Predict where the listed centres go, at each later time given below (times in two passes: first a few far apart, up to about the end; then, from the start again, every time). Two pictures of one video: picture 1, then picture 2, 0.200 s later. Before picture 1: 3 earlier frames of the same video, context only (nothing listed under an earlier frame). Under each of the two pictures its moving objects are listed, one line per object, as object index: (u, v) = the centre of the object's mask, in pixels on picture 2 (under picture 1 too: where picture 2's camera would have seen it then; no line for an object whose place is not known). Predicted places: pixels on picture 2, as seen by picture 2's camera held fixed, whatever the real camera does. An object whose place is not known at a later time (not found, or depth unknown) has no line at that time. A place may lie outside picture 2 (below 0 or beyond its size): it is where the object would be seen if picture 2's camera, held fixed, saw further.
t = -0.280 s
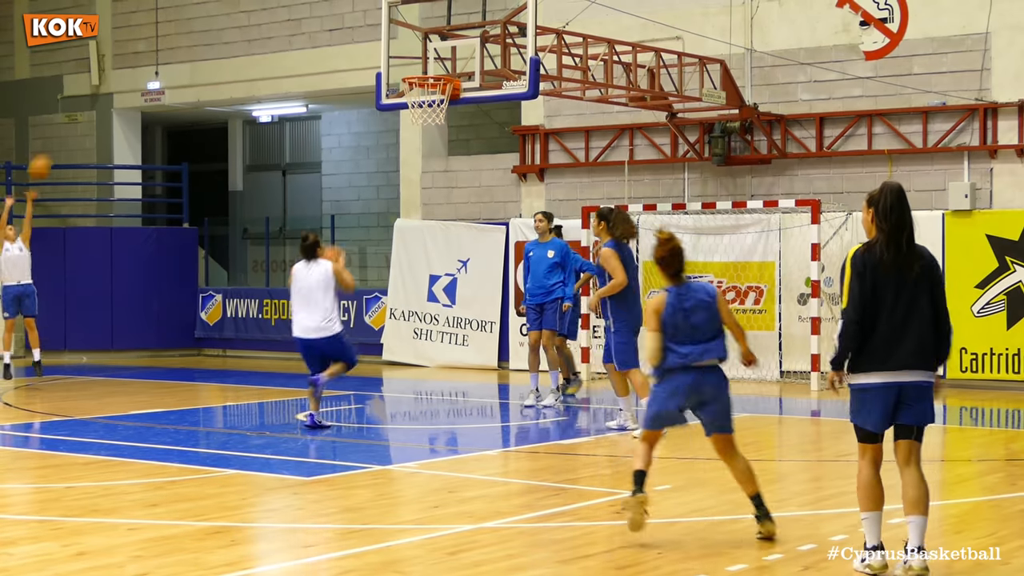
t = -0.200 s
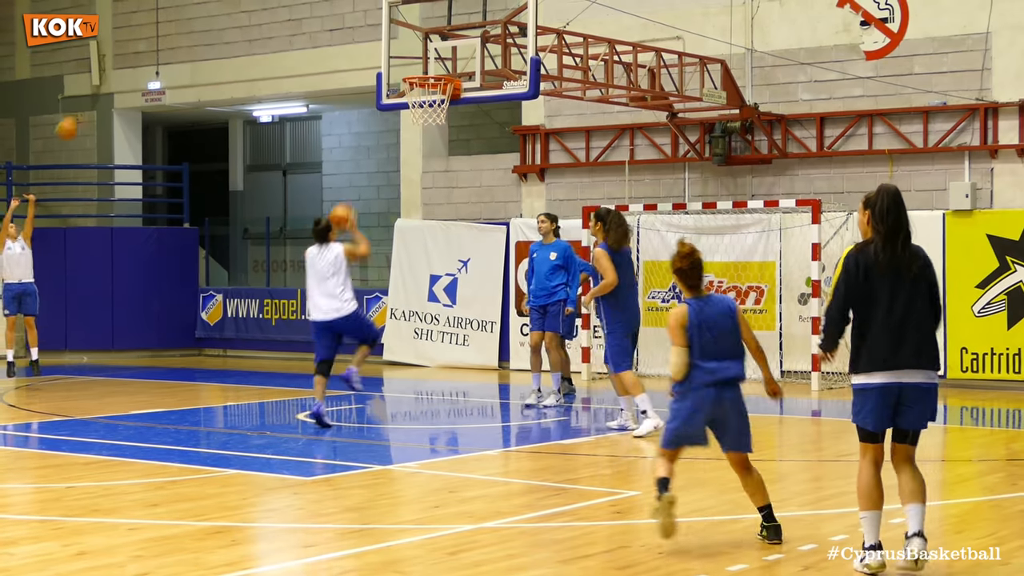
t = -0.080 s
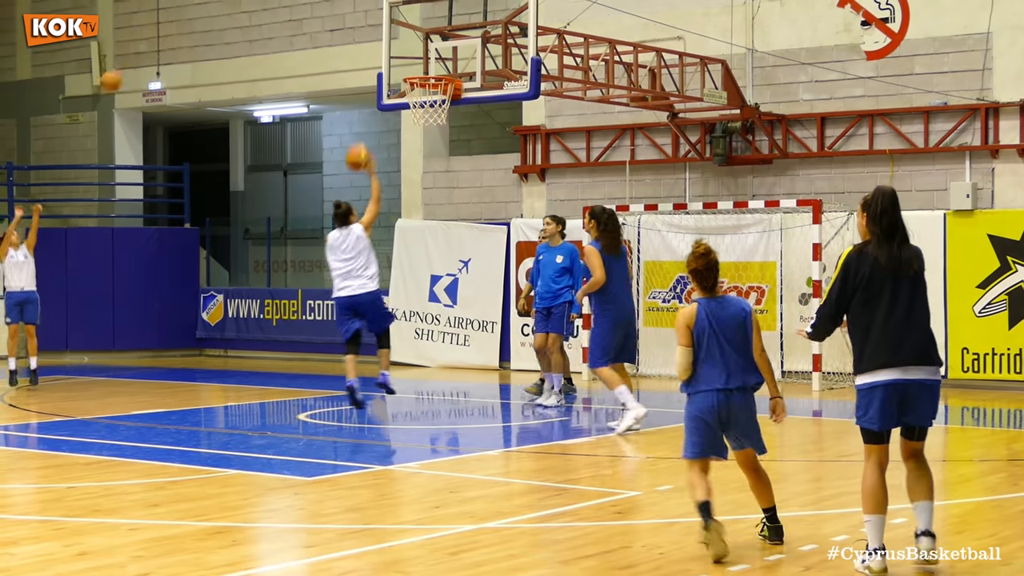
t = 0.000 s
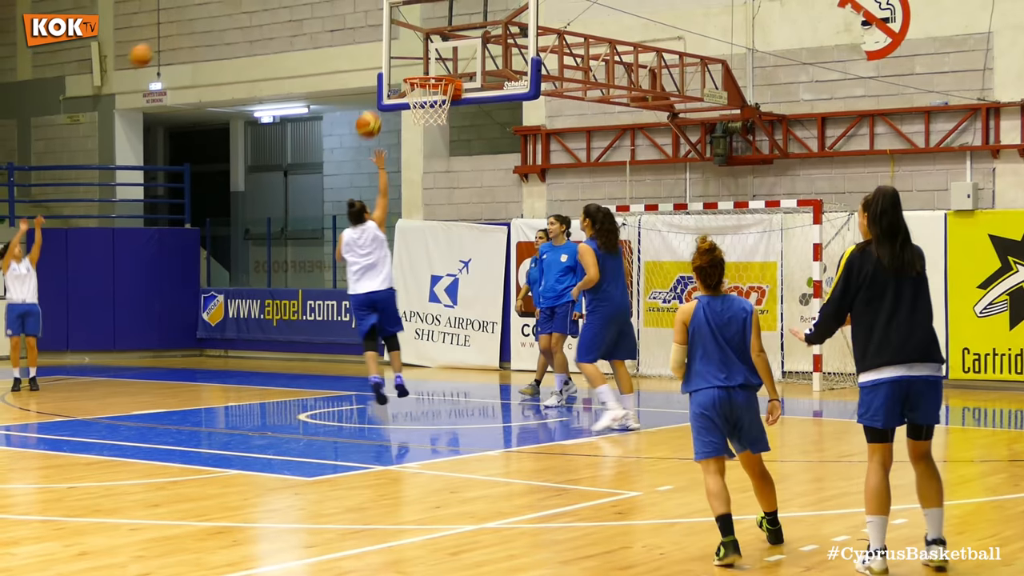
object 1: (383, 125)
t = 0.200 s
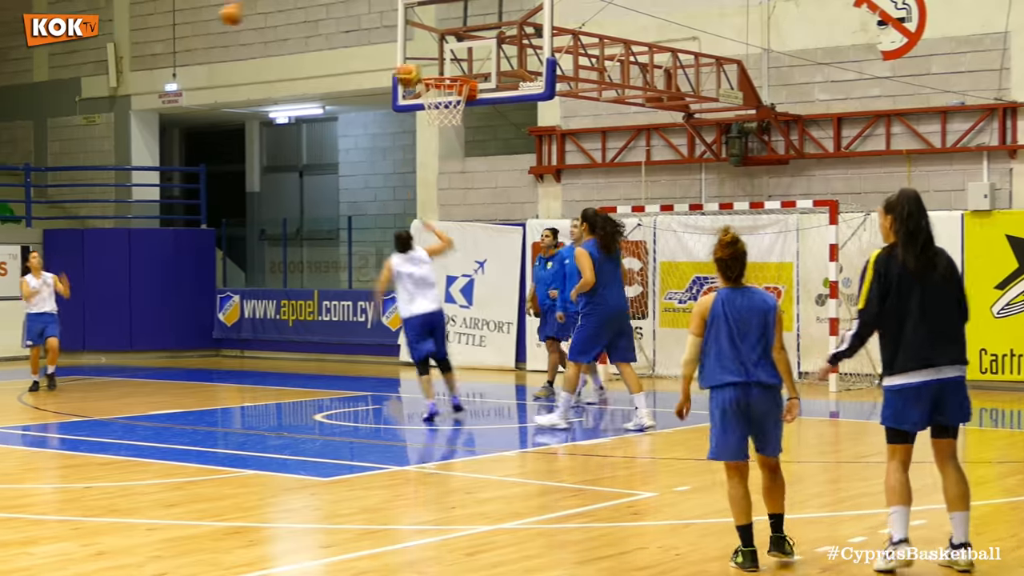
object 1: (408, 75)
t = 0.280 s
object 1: (417, 68)
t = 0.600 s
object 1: (428, 64)
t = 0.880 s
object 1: (424, 68)
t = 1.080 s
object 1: (418, 104)
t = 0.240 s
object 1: (414, 70)
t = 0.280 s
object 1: (417, 68)
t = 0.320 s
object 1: (422, 66)
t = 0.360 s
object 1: (426, 65)
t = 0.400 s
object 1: (426, 63)
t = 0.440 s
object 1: (427, 62)
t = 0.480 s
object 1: (427, 62)
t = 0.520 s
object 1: (428, 63)
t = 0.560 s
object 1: (428, 64)
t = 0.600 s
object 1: (428, 64)
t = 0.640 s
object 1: (428, 64)
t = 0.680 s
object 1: (428, 64)
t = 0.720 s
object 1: (427, 64)
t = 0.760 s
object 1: (427, 64)
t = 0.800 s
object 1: (427, 65)
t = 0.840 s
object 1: (425, 66)
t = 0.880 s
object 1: (424, 68)
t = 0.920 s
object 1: (422, 72)
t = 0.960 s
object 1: (421, 77)
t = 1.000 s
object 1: (420, 85)
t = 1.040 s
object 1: (419, 93)
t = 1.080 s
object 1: (418, 104)
